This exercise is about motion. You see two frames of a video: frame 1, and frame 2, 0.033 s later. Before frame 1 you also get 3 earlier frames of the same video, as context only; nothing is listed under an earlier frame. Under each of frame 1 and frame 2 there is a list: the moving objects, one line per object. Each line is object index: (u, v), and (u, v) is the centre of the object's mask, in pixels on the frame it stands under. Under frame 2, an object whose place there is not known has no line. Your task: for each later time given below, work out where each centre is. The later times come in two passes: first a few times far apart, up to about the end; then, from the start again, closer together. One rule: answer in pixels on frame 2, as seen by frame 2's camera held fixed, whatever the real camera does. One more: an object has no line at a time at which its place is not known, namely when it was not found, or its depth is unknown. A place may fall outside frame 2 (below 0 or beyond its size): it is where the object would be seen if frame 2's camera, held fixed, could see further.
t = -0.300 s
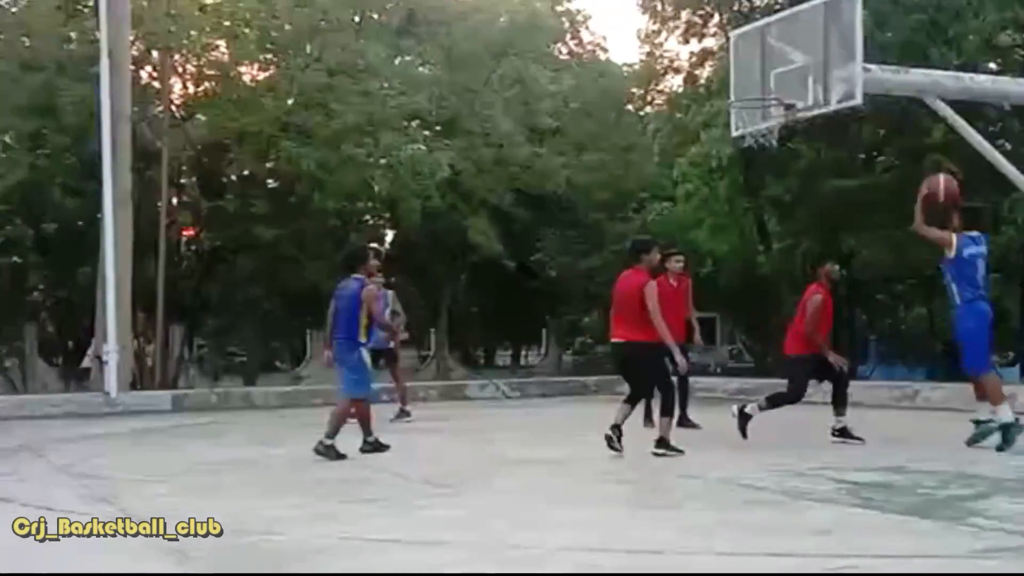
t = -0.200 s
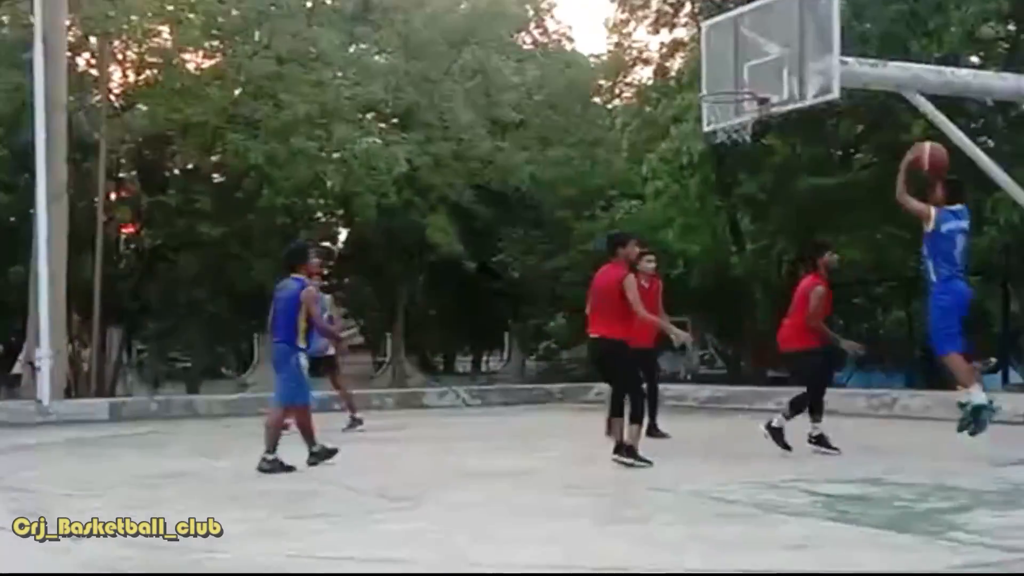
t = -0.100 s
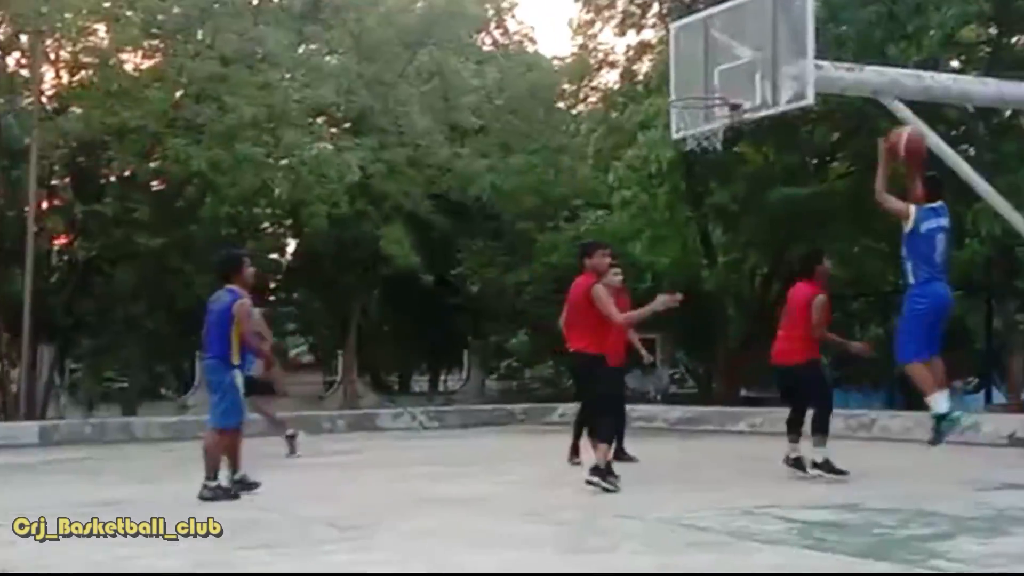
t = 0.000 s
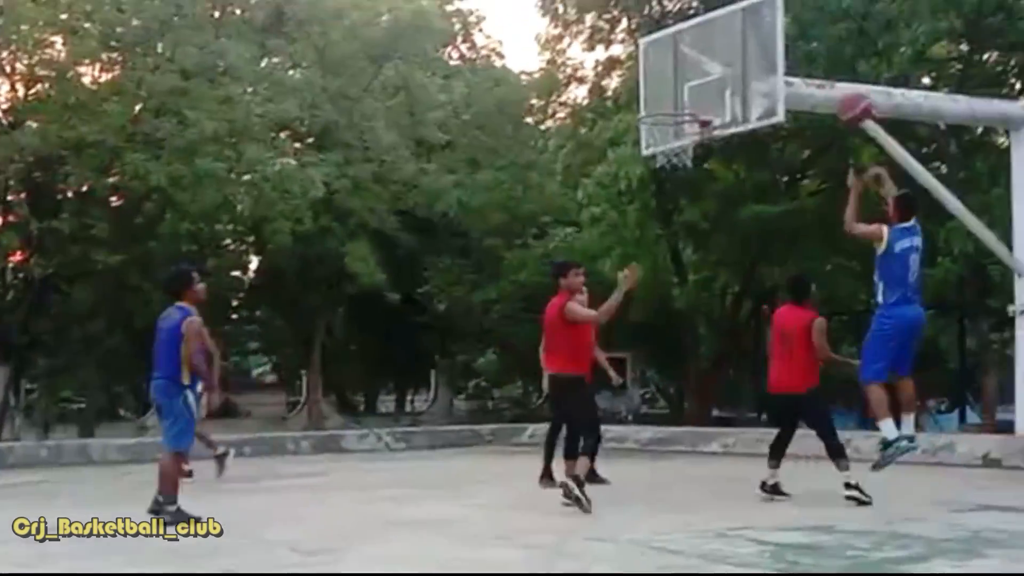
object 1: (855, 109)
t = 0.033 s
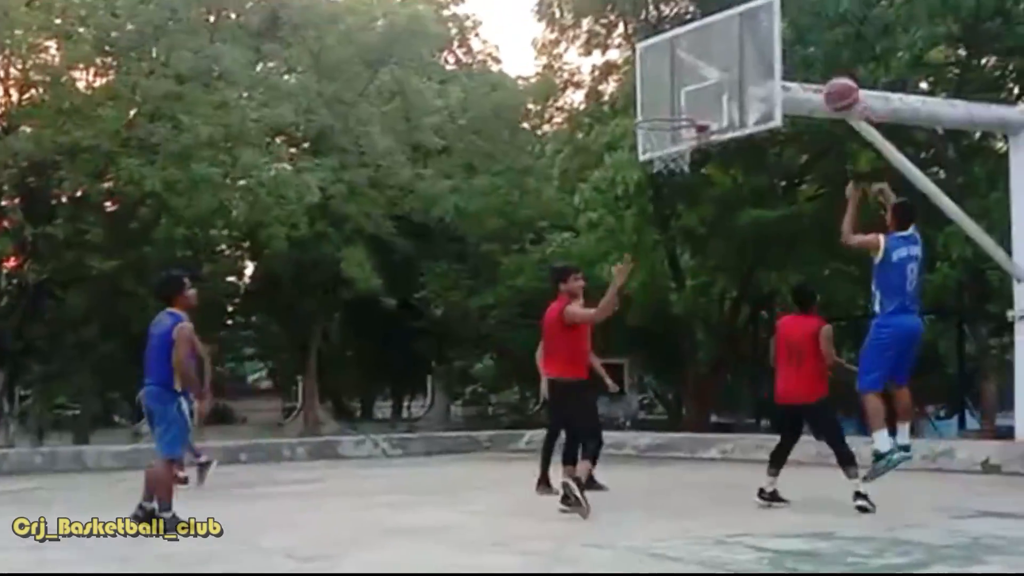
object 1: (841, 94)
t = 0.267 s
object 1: (774, 23)
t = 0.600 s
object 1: (685, 51)
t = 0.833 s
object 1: (647, 100)
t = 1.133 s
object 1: (630, 109)
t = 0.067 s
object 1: (830, 78)
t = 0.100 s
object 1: (819, 65)
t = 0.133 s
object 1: (811, 58)
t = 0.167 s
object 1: (800, 41)
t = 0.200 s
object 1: (791, 32)
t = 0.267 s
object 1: (774, 23)
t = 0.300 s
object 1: (762, 20)
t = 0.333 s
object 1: (755, 18)
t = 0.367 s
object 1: (743, 16)
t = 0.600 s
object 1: (685, 51)
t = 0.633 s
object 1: (677, 60)
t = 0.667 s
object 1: (670, 72)
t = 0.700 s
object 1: (662, 85)
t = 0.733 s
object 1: (656, 99)
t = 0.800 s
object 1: (650, 102)
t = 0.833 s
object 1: (647, 100)
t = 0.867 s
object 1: (645, 97)
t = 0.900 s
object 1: (643, 97)
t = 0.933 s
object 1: (642, 98)
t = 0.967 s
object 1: (641, 101)
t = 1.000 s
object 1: (639, 105)
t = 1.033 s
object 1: (638, 109)
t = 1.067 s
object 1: (635, 110)
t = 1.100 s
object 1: (632, 109)
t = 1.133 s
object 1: (630, 109)
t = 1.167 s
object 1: (626, 109)
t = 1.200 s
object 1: (621, 112)
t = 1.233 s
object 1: (619, 116)
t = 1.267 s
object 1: (616, 121)
